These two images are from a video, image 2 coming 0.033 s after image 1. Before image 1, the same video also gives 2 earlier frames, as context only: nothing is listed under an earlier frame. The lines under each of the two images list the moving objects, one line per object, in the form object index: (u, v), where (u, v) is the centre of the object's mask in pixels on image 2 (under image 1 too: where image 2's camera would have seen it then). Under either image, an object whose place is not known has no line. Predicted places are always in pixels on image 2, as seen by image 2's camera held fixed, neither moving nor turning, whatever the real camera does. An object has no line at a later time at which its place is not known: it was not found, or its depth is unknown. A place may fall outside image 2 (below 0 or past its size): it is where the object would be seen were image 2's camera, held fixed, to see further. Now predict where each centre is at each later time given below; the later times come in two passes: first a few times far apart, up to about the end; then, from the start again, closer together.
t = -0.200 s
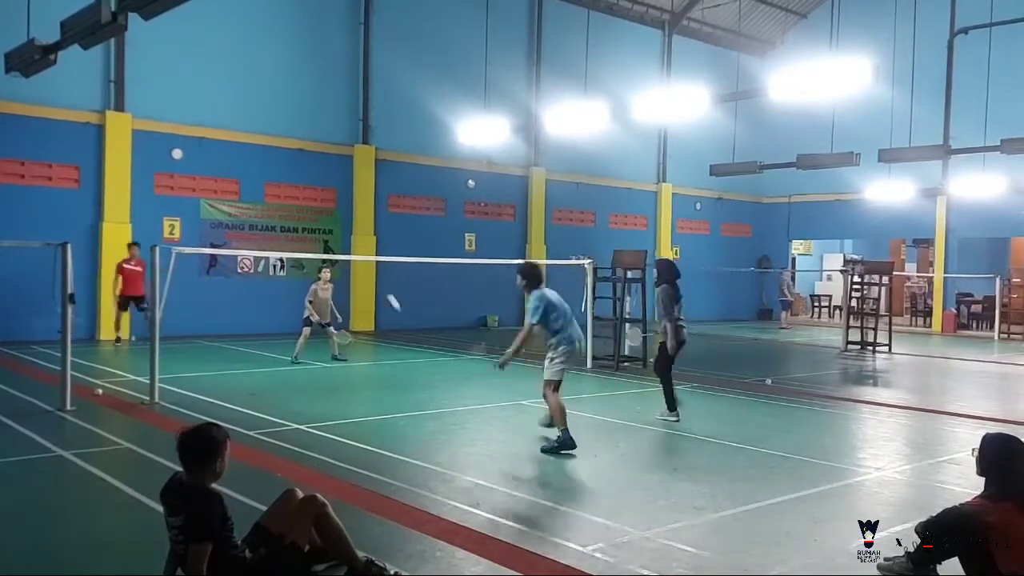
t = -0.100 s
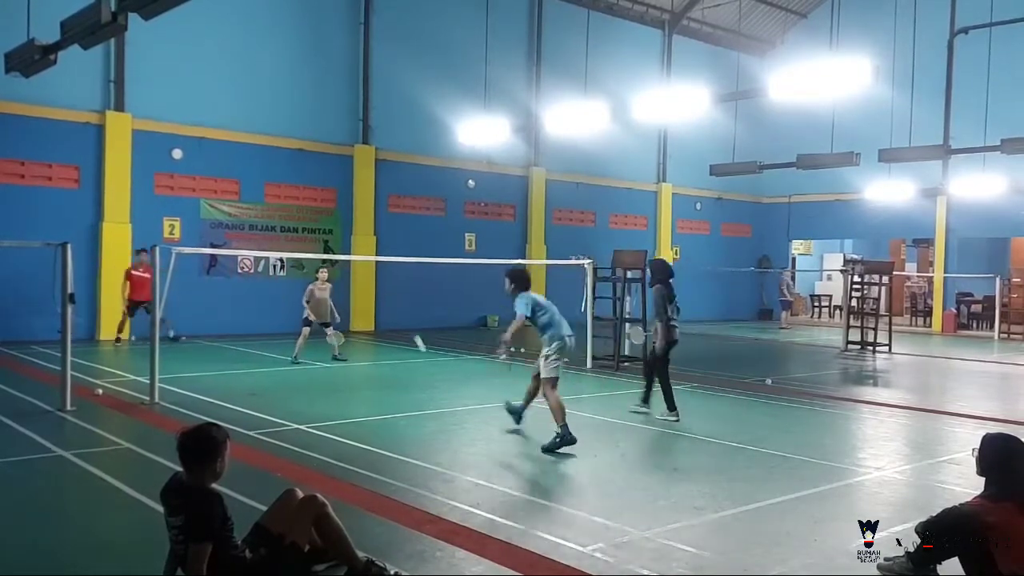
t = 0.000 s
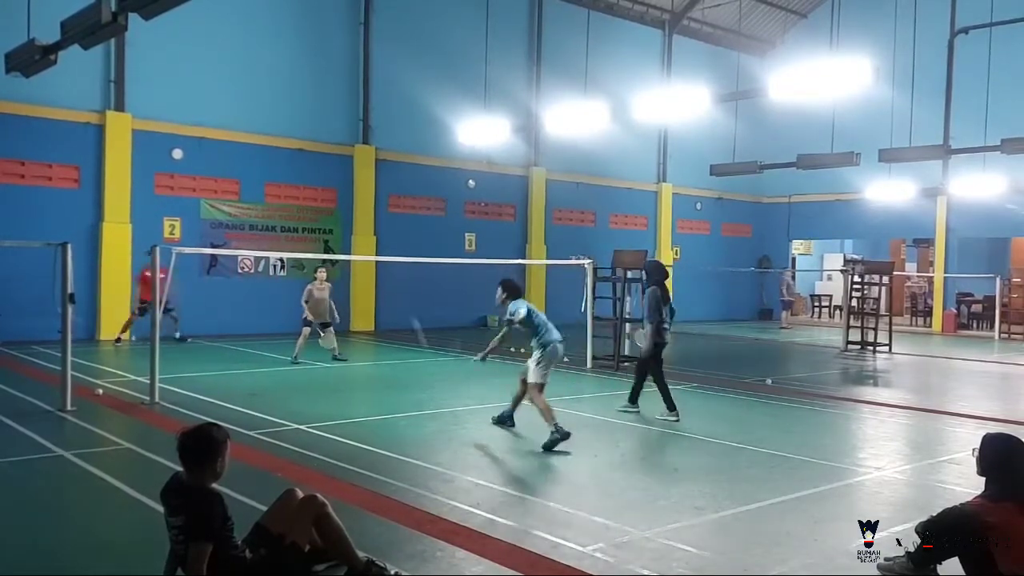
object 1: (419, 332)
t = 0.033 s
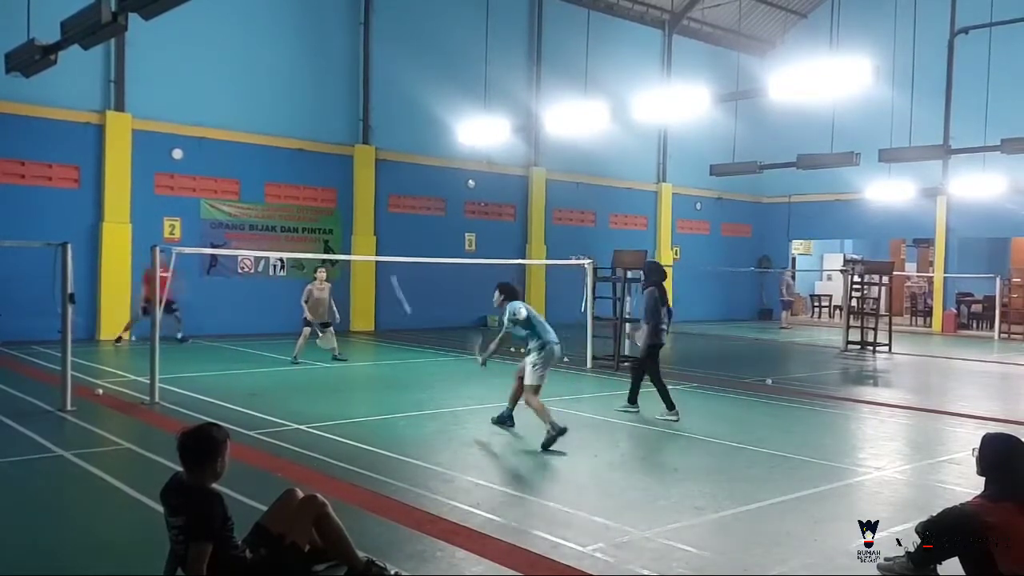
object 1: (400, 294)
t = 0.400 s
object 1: (323, 129)
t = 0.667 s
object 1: (302, 127)
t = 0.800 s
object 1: (294, 141)
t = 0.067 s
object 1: (388, 258)
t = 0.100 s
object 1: (376, 232)
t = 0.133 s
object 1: (365, 207)
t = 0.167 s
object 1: (358, 191)
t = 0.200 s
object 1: (351, 175)
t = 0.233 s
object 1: (346, 164)
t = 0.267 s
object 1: (340, 153)
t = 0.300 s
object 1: (335, 146)
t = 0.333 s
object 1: (331, 139)
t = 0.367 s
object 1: (327, 134)
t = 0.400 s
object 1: (323, 129)
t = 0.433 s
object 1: (321, 127)
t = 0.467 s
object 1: (317, 124)
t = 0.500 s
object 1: (314, 123)
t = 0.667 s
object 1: (302, 127)
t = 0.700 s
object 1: (300, 129)
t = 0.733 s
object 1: (298, 133)
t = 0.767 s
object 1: (296, 136)
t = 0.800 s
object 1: (294, 141)
